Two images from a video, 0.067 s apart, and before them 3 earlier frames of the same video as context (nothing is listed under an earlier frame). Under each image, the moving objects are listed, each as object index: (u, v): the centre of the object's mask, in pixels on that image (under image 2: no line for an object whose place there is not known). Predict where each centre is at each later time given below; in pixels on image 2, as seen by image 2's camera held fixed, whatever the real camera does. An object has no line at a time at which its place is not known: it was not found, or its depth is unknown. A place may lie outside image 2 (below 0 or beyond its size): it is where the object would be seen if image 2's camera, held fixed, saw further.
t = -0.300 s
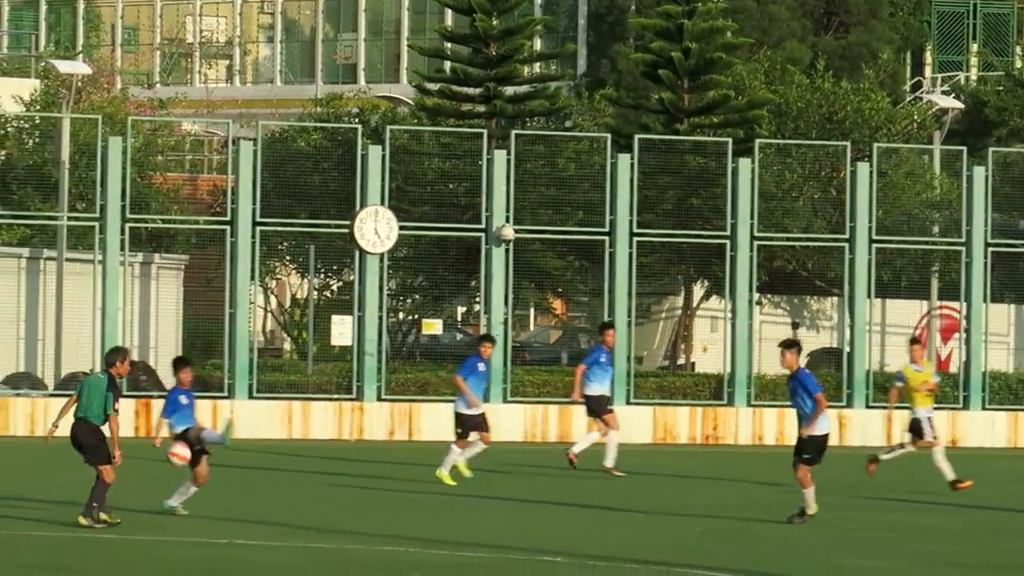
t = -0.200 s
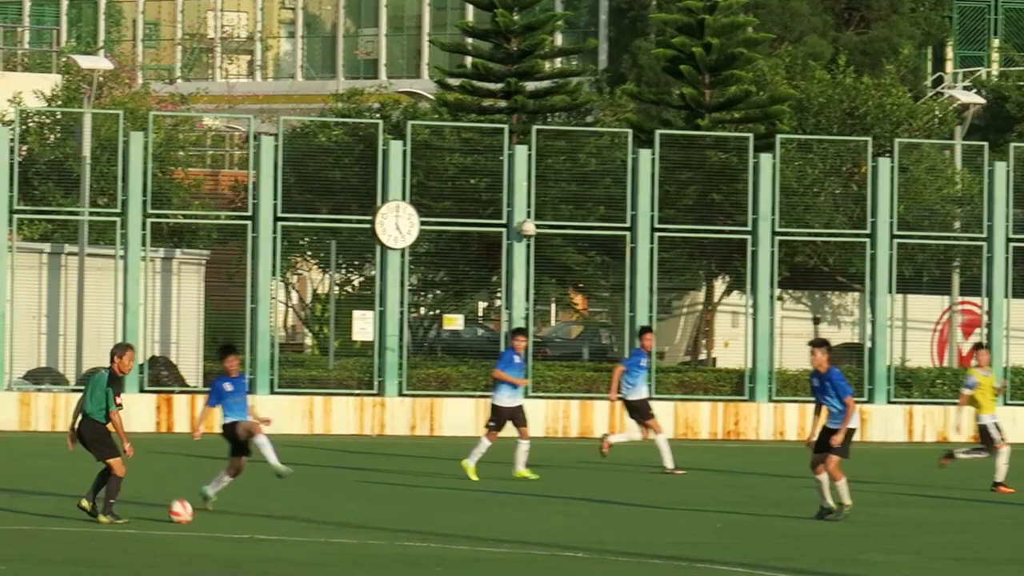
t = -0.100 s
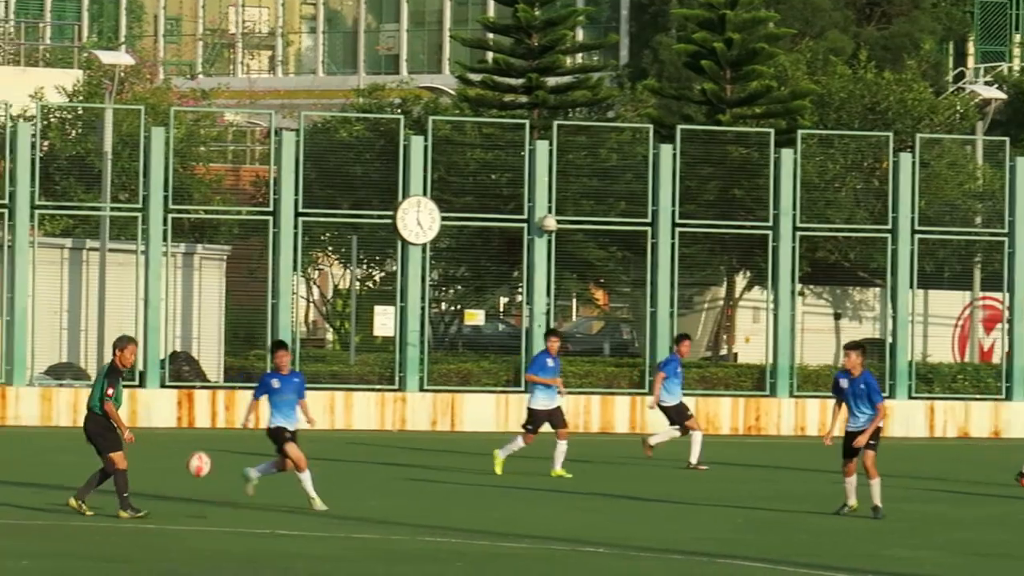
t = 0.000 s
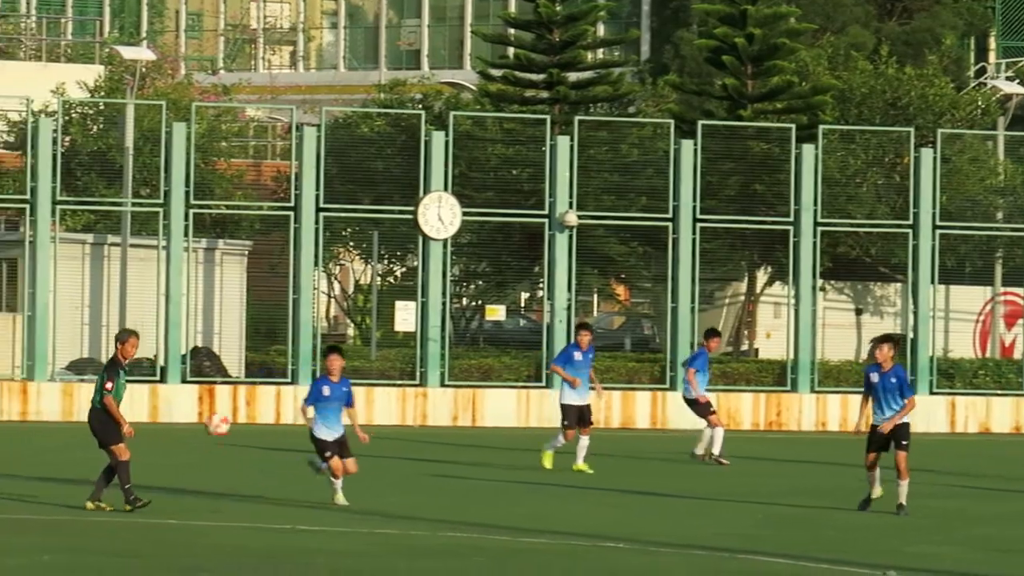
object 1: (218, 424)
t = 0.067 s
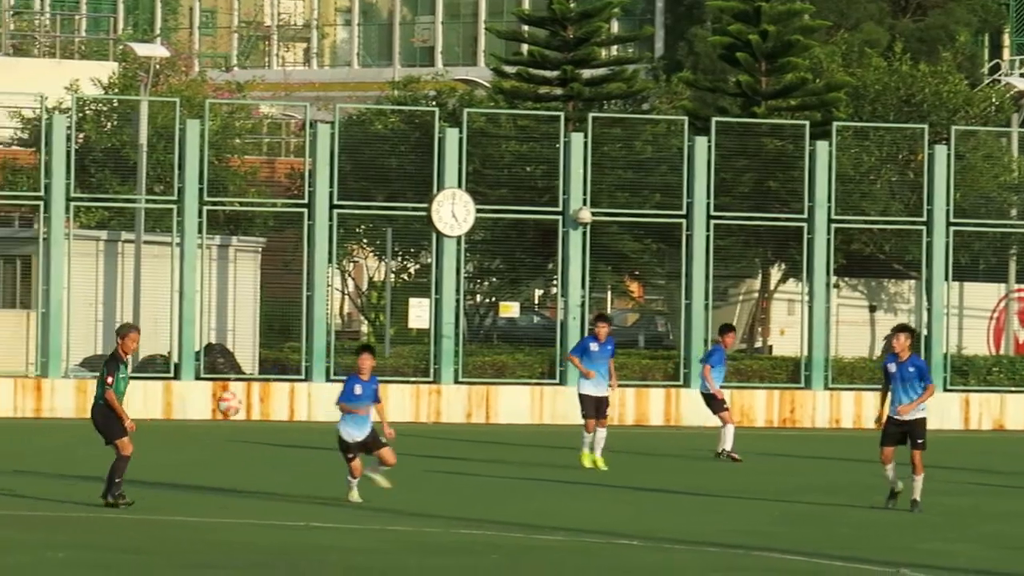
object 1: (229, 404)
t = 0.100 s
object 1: (227, 398)
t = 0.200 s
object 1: (224, 384)
